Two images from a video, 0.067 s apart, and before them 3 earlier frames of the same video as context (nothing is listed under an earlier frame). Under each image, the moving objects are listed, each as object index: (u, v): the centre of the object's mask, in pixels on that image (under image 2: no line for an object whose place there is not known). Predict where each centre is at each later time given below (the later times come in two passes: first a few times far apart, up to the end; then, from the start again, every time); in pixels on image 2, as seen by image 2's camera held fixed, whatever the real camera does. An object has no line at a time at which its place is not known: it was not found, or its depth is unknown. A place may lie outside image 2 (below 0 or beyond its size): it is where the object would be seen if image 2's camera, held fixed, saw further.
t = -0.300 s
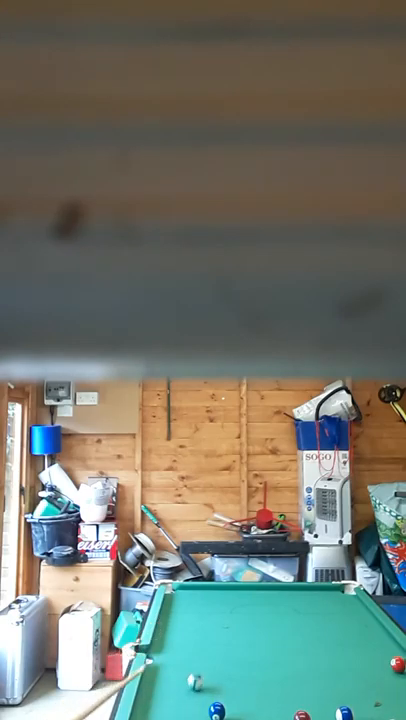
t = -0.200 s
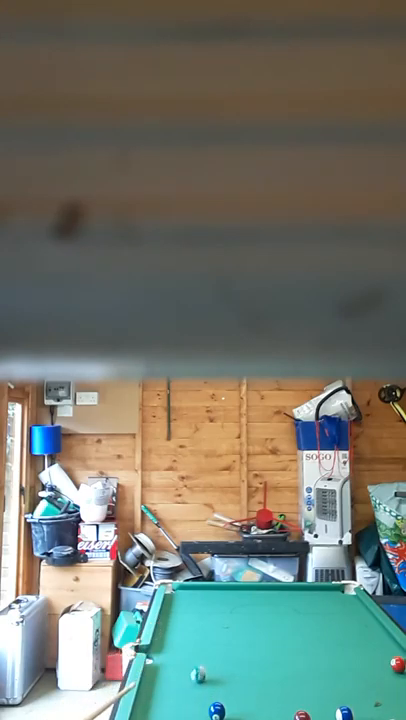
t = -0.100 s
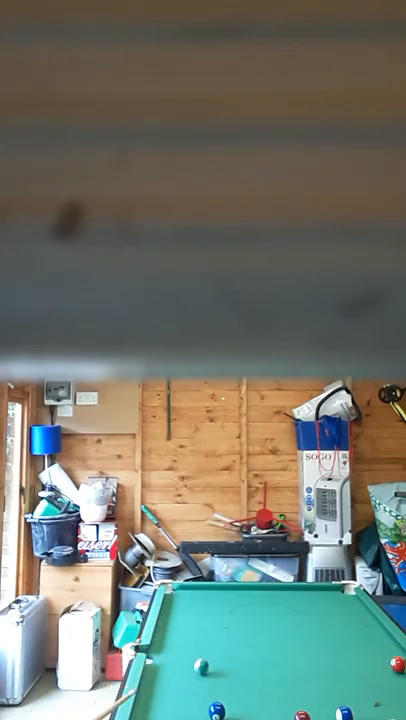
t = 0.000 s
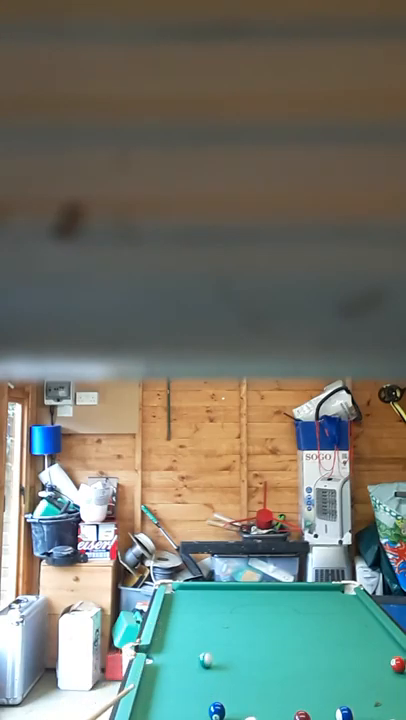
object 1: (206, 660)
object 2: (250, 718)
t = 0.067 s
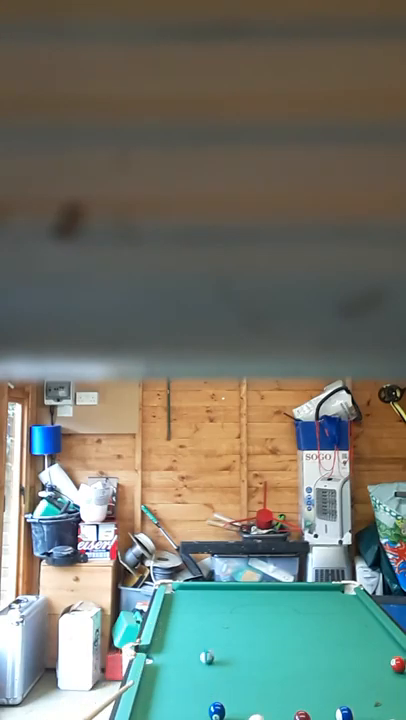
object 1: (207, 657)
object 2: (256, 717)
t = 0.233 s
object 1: (213, 647)
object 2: (269, 714)
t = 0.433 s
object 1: (219, 638)
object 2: (282, 711)
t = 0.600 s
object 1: (225, 631)
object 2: (292, 707)
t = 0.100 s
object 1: (208, 655)
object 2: (259, 716)
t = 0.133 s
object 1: (209, 652)
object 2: (261, 716)
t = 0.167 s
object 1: (210, 650)
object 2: (264, 715)
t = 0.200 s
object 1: (211, 649)
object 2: (266, 715)
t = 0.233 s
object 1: (213, 647)
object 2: (269, 714)
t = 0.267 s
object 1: (214, 645)
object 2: (271, 714)
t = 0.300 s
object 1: (216, 643)
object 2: (274, 713)
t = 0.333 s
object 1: (216, 643)
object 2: (276, 713)
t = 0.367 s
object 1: (217, 641)
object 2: (278, 712)
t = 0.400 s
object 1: (218, 639)
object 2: (280, 712)
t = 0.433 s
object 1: (219, 638)
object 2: (282, 711)
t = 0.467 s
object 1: (220, 637)
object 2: (285, 711)
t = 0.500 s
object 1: (221, 635)
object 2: (287, 710)
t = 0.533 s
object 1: (222, 634)
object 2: (288, 709)
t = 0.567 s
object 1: (224, 632)
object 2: (290, 708)
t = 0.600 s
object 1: (225, 631)
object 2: (292, 707)
